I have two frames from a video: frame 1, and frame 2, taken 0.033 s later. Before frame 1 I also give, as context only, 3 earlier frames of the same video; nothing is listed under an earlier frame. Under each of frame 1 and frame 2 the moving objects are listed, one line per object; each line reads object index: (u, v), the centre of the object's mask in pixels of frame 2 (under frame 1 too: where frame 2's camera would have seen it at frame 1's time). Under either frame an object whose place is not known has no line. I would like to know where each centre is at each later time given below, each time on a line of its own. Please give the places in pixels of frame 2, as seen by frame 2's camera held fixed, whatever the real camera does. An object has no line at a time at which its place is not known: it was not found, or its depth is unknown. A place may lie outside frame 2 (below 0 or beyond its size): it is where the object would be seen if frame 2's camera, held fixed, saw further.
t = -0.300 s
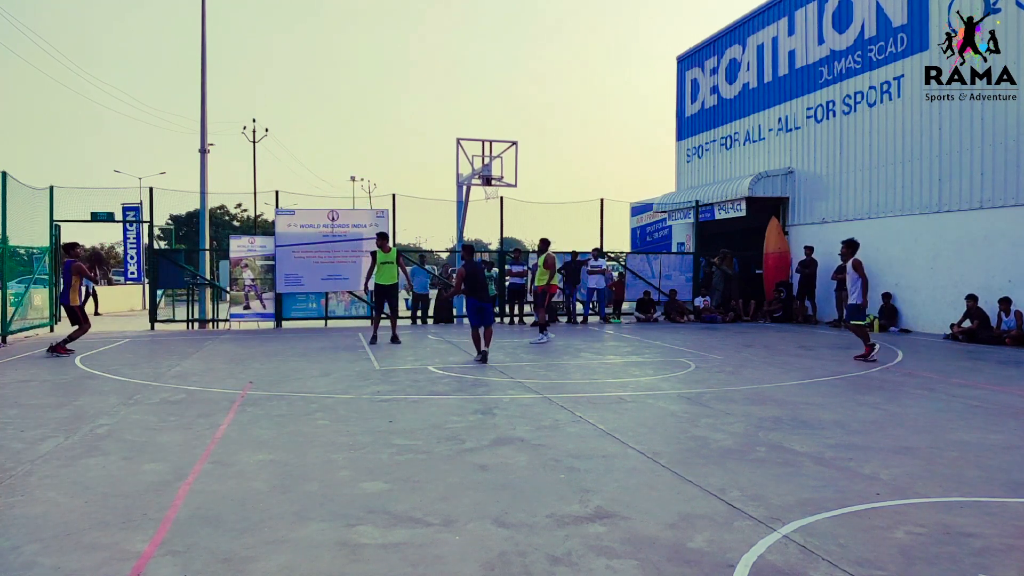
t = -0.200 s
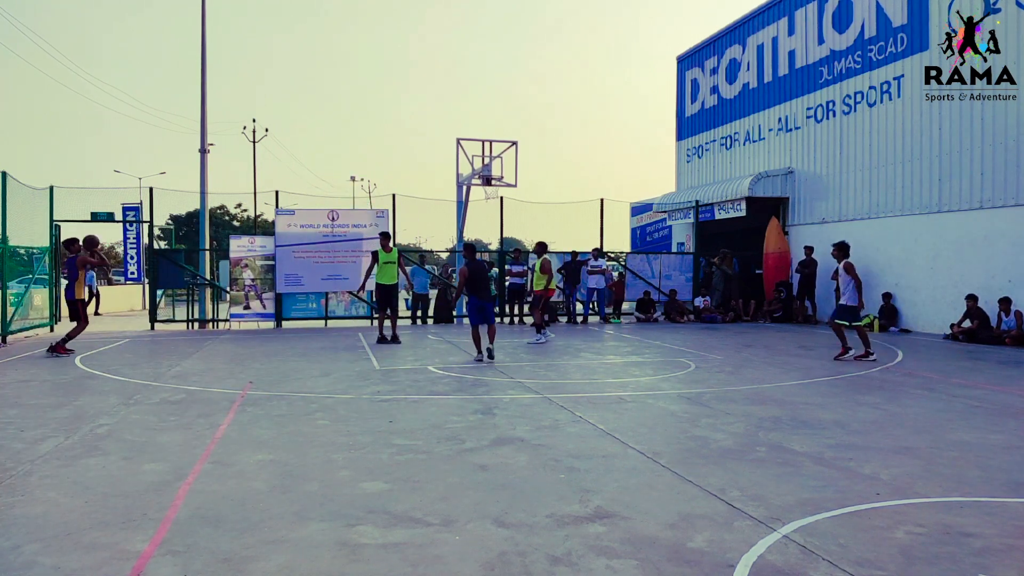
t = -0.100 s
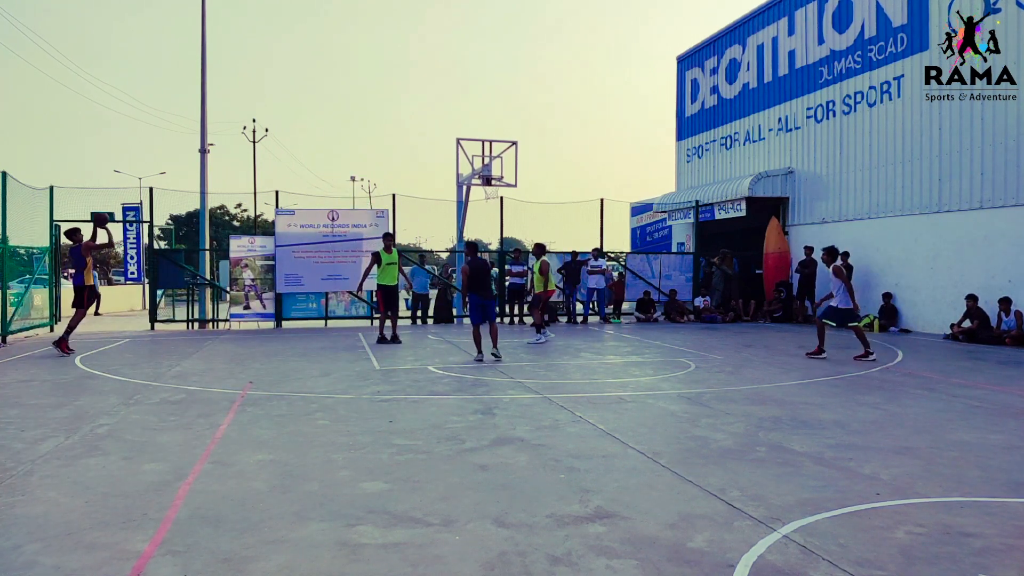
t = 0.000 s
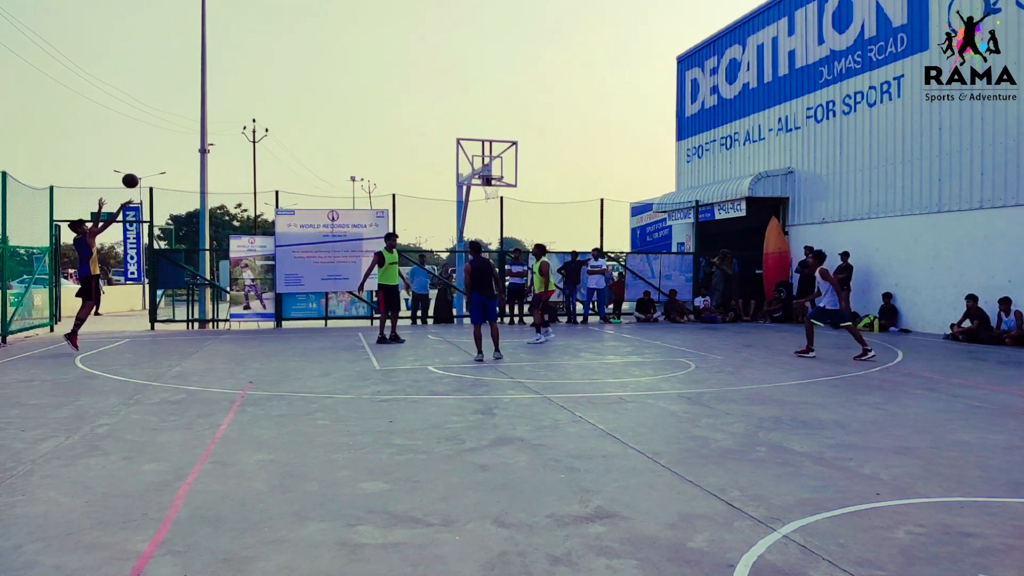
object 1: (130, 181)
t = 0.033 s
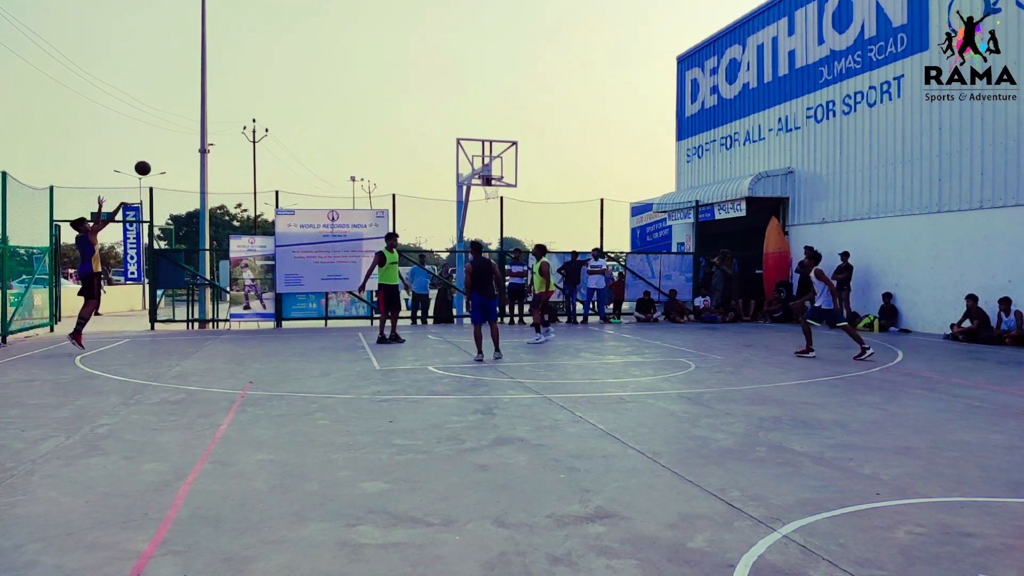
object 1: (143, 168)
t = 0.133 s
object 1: (179, 135)
